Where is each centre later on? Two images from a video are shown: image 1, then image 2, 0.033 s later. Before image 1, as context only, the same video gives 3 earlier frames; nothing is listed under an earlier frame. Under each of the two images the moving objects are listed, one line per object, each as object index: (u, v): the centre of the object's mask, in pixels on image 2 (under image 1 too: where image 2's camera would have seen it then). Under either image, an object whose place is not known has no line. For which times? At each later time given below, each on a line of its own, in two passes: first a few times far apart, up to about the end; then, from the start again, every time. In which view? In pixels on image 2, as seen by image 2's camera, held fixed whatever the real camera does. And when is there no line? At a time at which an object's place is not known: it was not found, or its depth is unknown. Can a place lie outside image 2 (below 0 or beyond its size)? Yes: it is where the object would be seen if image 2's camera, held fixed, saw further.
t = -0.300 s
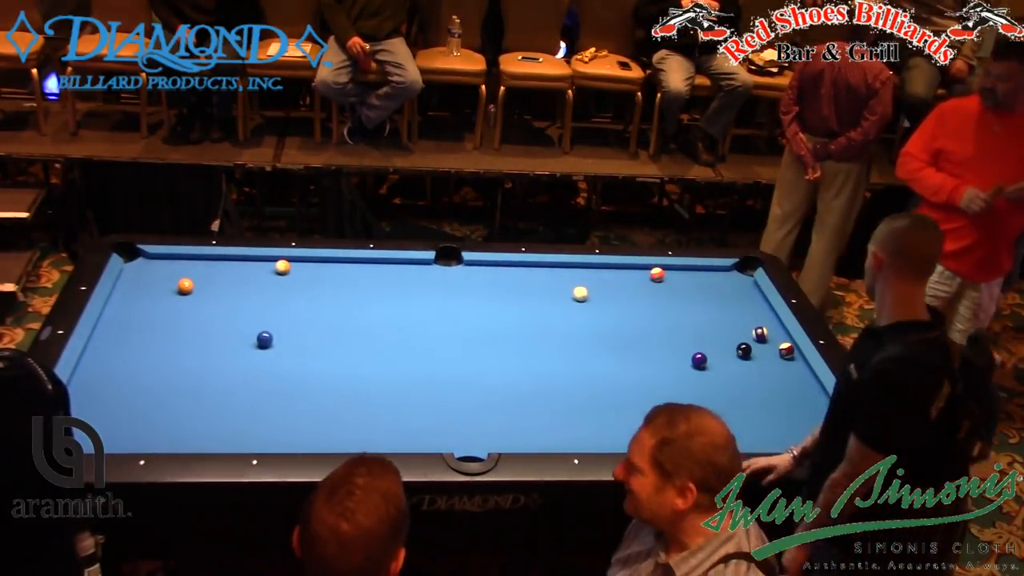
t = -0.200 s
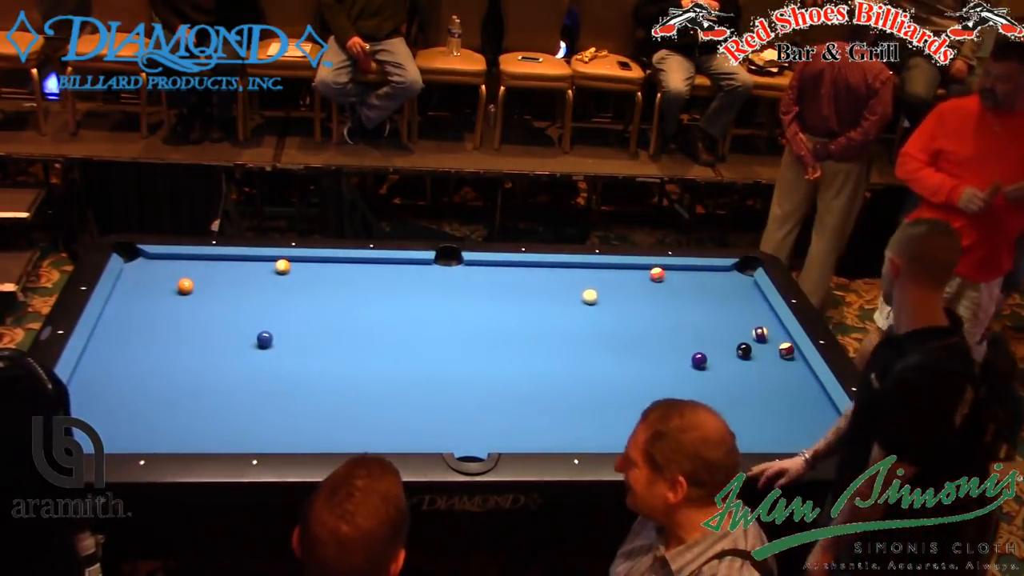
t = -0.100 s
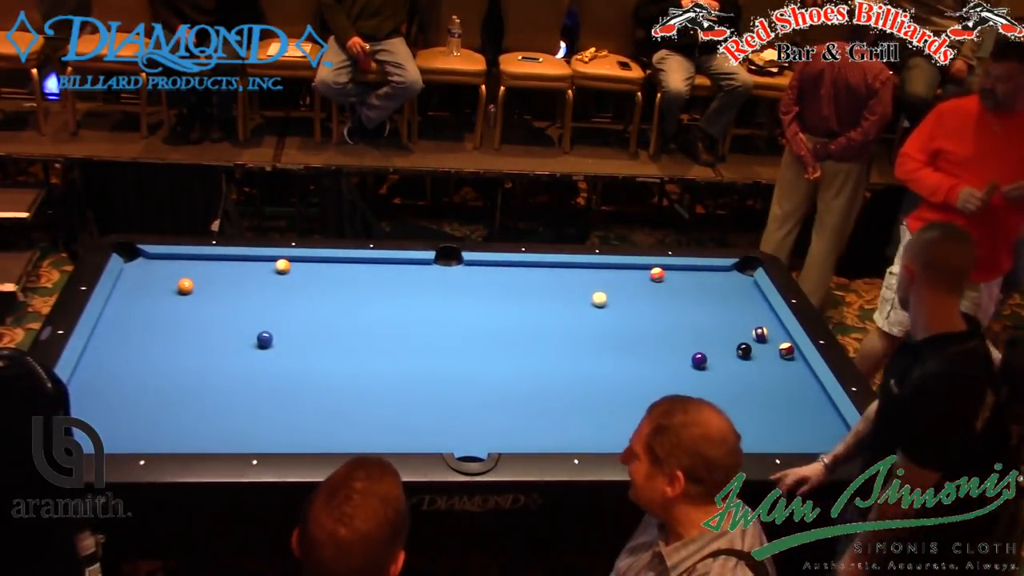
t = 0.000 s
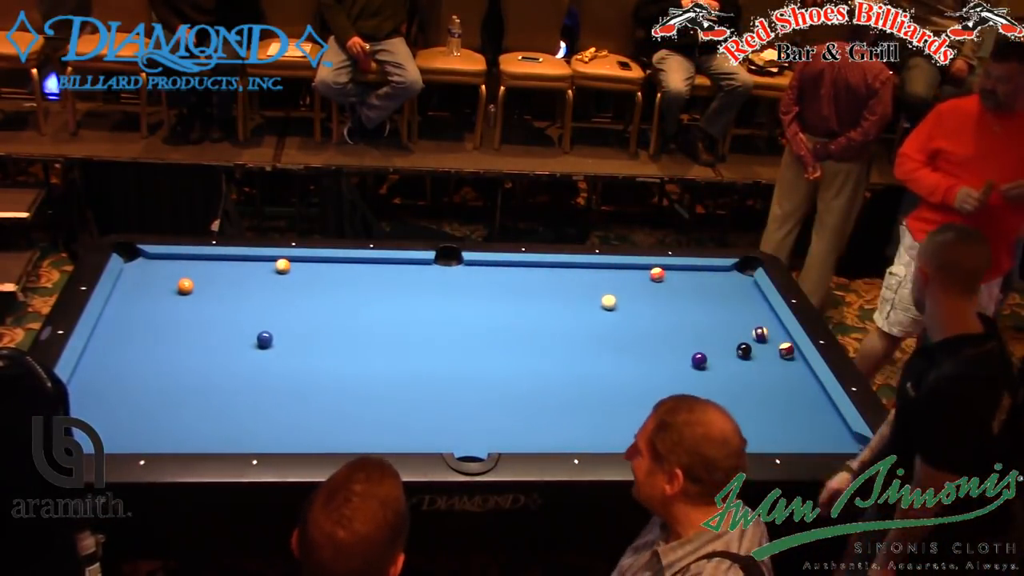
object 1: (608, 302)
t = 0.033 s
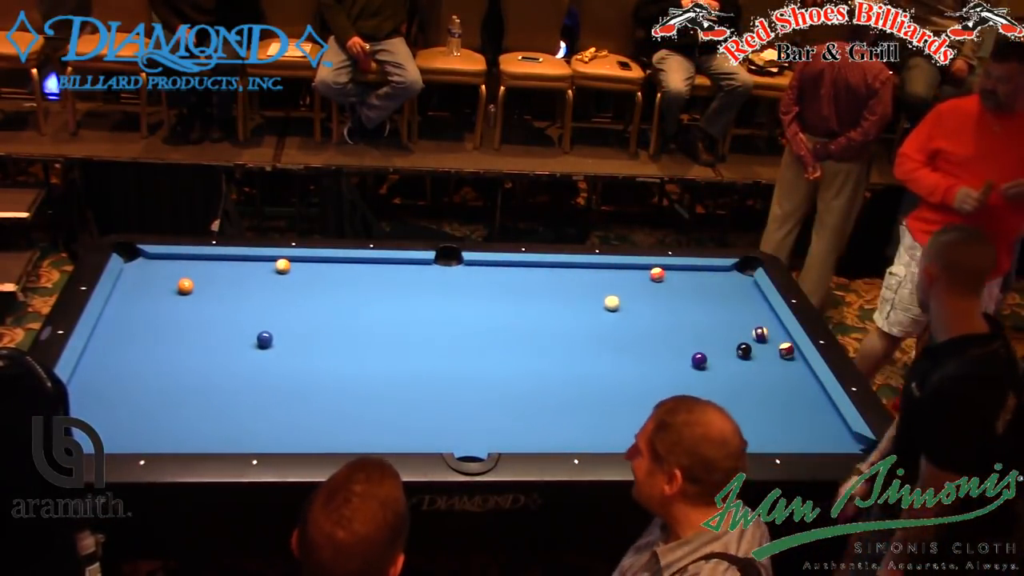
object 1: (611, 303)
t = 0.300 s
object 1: (636, 310)
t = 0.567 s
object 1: (659, 317)
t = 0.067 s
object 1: (615, 304)
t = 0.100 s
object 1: (618, 305)
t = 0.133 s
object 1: (621, 306)
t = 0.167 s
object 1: (624, 307)
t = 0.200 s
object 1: (627, 308)
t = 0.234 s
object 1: (630, 309)
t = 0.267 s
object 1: (633, 309)
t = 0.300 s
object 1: (636, 310)
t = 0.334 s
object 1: (639, 311)
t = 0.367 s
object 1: (642, 312)
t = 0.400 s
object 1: (645, 313)
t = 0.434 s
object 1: (648, 314)
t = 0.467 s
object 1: (651, 315)
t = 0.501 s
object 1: (654, 315)
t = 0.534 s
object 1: (657, 316)
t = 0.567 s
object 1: (659, 317)
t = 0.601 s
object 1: (662, 318)
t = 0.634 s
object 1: (665, 319)
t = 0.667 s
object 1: (668, 320)
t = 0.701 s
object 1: (670, 321)
